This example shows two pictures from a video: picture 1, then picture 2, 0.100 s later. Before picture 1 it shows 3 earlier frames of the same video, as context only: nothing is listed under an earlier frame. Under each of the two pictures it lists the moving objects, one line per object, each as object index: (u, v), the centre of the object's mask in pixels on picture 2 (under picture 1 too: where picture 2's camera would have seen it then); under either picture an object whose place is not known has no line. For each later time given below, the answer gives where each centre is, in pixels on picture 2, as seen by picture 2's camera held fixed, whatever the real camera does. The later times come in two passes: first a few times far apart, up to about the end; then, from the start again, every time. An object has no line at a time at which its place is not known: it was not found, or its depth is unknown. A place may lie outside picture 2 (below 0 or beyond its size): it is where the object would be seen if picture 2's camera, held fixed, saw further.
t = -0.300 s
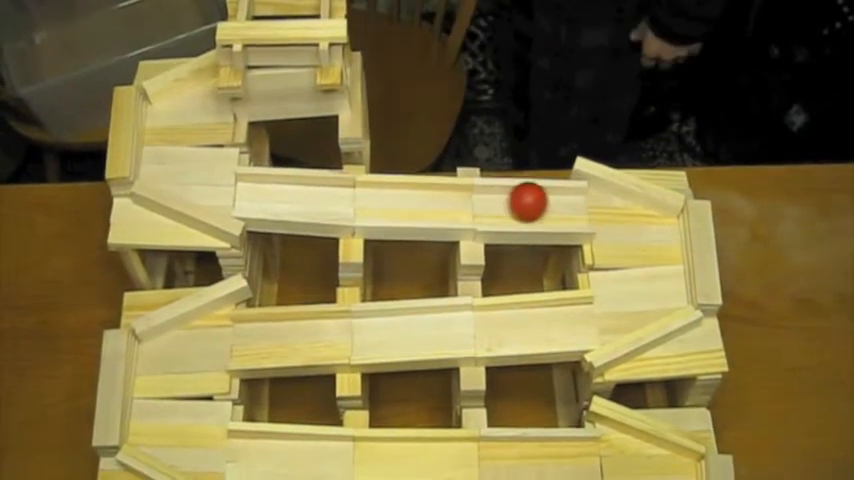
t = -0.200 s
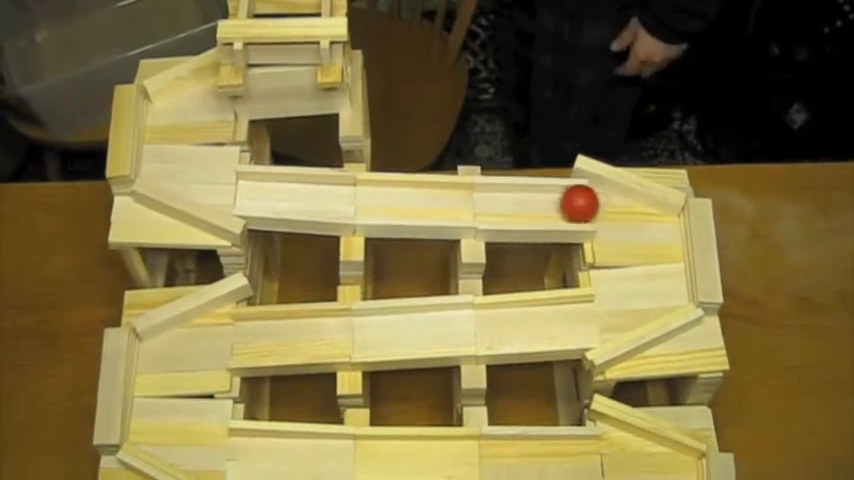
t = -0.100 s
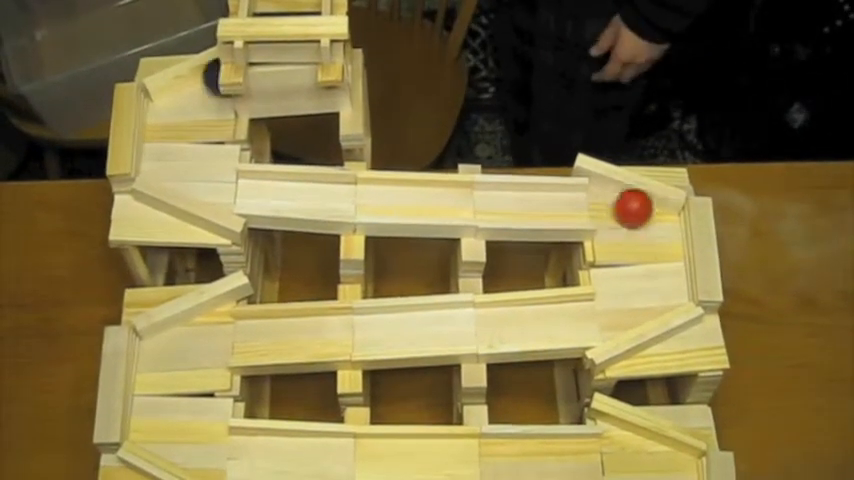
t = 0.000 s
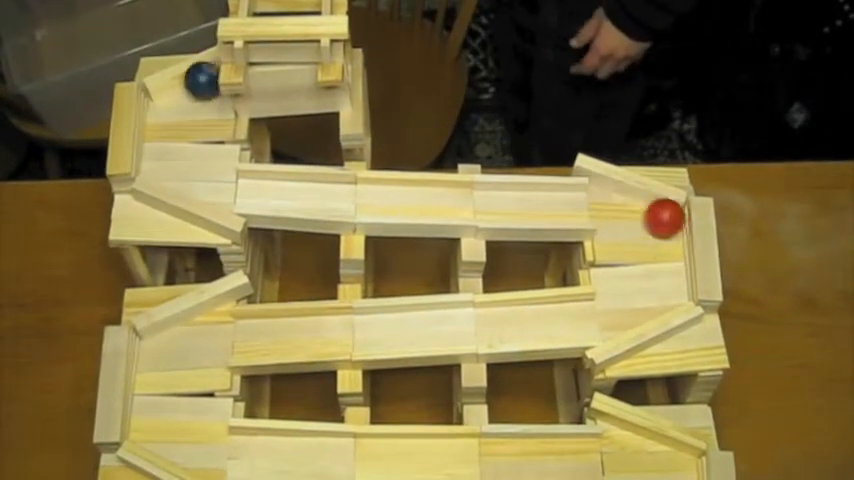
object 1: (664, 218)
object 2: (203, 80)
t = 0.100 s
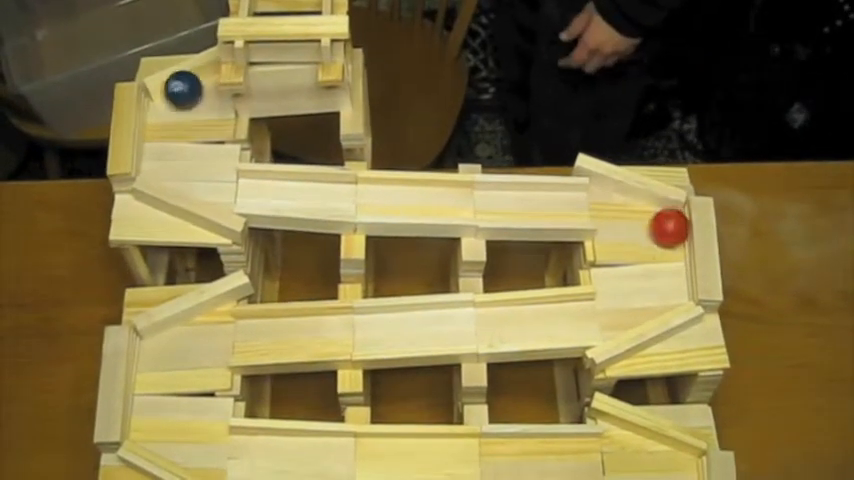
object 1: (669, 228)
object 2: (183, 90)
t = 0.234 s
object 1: (671, 241)
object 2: (162, 103)
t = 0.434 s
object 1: (671, 263)
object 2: (158, 117)
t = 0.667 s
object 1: (646, 301)
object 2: (158, 139)
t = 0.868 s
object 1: (600, 317)
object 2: (175, 168)
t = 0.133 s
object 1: (670, 231)
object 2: (176, 93)
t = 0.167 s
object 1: (670, 235)
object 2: (168, 97)
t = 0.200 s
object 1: (670, 238)
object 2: (160, 101)
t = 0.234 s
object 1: (671, 241)
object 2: (162, 103)
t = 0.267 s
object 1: (671, 245)
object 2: (162, 105)
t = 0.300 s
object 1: (671, 247)
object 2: (162, 107)
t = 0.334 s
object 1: (671, 251)
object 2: (162, 109)
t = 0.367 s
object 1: (671, 254)
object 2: (161, 112)
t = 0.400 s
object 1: (671, 257)
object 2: (159, 115)
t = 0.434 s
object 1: (671, 263)
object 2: (158, 117)
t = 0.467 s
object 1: (670, 268)
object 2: (158, 120)
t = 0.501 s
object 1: (668, 274)
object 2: (157, 122)
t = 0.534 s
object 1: (665, 280)
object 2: (157, 125)
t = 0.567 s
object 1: (662, 286)
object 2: (157, 127)
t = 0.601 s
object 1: (658, 292)
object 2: (157, 130)
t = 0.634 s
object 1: (653, 297)
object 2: (157, 133)
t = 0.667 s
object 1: (646, 301)
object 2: (158, 139)
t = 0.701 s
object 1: (639, 304)
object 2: (160, 144)
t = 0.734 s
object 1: (631, 308)
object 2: (162, 149)
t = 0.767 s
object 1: (623, 312)
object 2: (164, 154)
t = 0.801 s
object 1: (615, 315)
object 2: (167, 159)
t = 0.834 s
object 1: (607, 318)
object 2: (170, 164)
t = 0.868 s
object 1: (600, 317)
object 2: (175, 168)
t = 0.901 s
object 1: (593, 317)
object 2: (180, 172)
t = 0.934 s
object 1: (586, 316)
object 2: (186, 175)
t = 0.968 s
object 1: (579, 315)
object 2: (193, 177)
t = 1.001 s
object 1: (570, 315)
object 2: (200, 180)
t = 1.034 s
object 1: (561, 314)
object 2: (208, 183)
